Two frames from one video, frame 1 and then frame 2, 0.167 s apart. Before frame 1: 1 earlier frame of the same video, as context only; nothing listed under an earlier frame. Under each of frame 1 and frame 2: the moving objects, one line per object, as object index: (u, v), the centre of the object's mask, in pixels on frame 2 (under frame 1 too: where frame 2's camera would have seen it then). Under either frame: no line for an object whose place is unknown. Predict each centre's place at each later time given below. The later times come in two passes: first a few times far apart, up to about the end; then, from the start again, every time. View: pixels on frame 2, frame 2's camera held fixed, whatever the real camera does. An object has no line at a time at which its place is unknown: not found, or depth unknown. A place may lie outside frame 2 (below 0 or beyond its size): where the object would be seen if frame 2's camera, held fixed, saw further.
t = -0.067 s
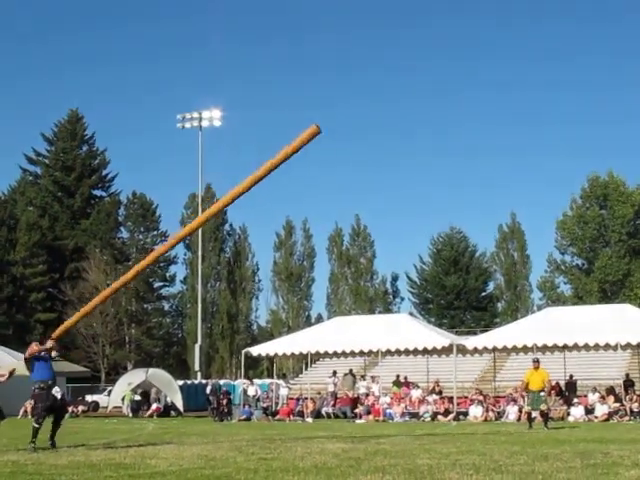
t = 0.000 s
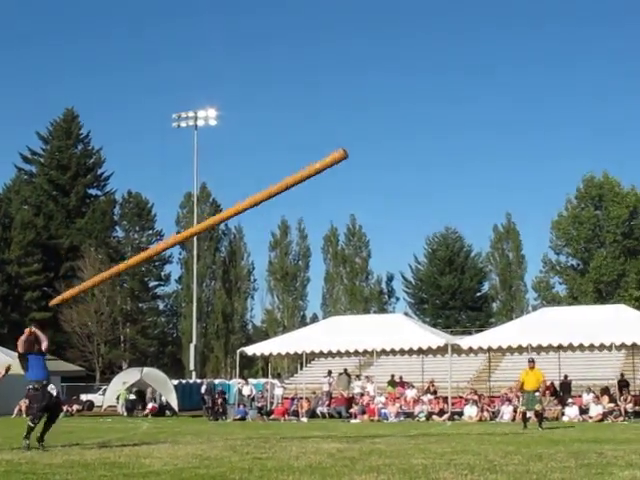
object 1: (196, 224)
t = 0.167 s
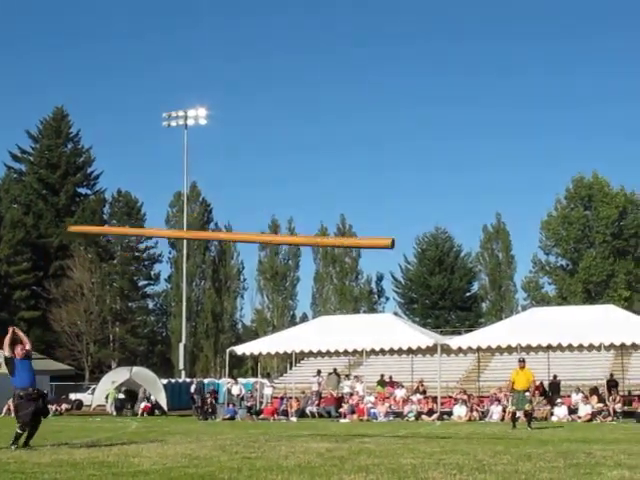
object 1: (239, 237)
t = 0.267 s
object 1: (260, 253)
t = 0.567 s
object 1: (330, 304)
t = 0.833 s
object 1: (375, 290)
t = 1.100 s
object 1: (406, 300)
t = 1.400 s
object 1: (409, 304)
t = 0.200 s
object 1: (248, 242)
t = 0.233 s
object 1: (253, 247)
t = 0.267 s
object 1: (260, 253)
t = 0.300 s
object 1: (271, 261)
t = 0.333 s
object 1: (278, 268)
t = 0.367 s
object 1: (287, 277)
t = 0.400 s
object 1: (293, 284)
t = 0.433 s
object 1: (303, 294)
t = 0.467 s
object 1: (310, 304)
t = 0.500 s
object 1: (316, 308)
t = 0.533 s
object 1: (322, 304)
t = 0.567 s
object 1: (330, 304)
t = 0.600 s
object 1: (334, 298)
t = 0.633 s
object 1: (340, 295)
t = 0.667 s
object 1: (346, 292)
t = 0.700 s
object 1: (351, 289)
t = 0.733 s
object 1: (358, 291)
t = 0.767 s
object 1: (363, 289)
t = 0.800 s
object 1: (369, 290)
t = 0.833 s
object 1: (375, 290)
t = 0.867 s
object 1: (380, 291)
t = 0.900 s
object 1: (387, 295)
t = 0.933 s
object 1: (392, 298)
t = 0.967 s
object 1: (398, 303)
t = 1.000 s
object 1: (403, 305)
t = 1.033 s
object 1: (403, 302)
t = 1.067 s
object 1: (404, 301)
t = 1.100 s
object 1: (406, 300)
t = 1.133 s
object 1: (407, 301)
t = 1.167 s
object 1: (408, 301)
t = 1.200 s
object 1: (408, 300)
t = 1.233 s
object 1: (409, 301)
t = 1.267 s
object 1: (410, 302)
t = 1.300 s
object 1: (410, 302)
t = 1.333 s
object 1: (410, 303)
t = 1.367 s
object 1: (410, 304)
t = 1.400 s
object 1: (409, 304)
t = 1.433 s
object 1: (409, 306)
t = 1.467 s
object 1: (408, 307)
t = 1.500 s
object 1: (408, 310)
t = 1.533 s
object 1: (407, 312)
